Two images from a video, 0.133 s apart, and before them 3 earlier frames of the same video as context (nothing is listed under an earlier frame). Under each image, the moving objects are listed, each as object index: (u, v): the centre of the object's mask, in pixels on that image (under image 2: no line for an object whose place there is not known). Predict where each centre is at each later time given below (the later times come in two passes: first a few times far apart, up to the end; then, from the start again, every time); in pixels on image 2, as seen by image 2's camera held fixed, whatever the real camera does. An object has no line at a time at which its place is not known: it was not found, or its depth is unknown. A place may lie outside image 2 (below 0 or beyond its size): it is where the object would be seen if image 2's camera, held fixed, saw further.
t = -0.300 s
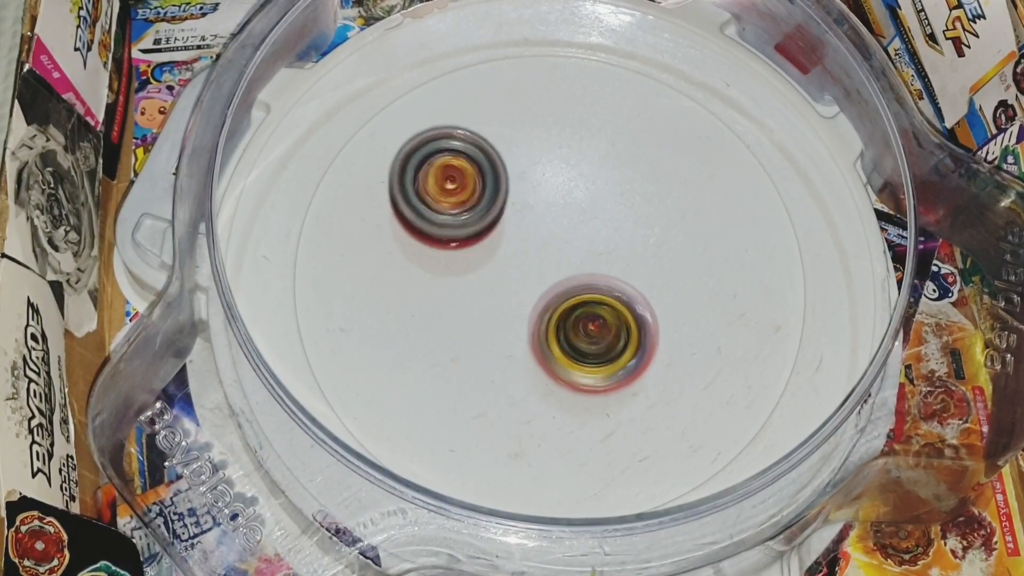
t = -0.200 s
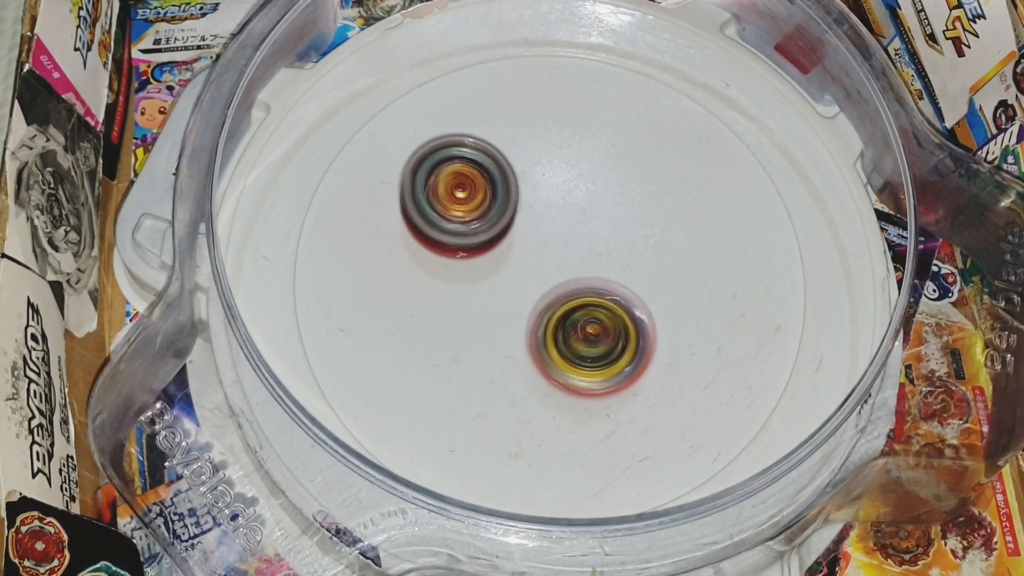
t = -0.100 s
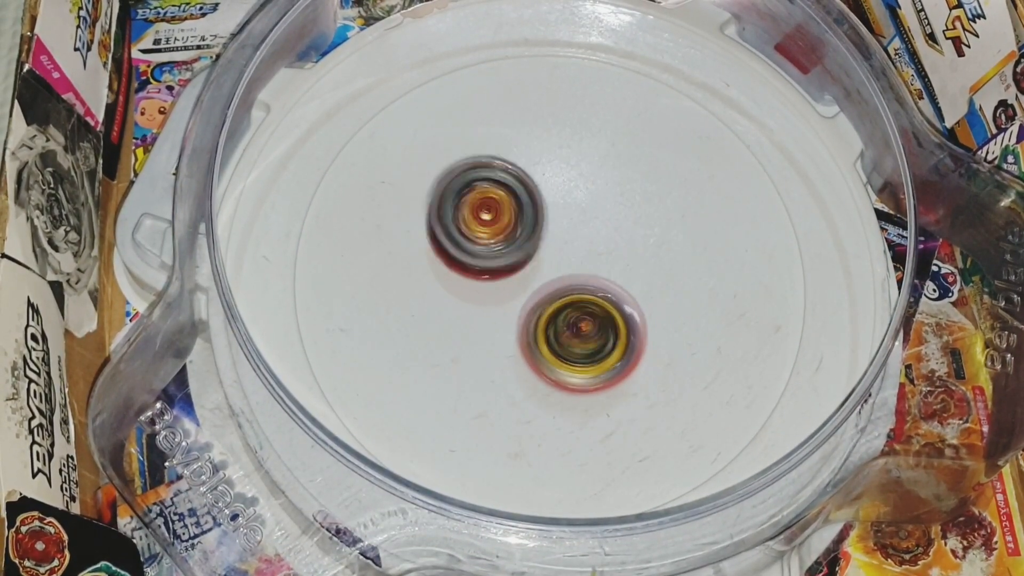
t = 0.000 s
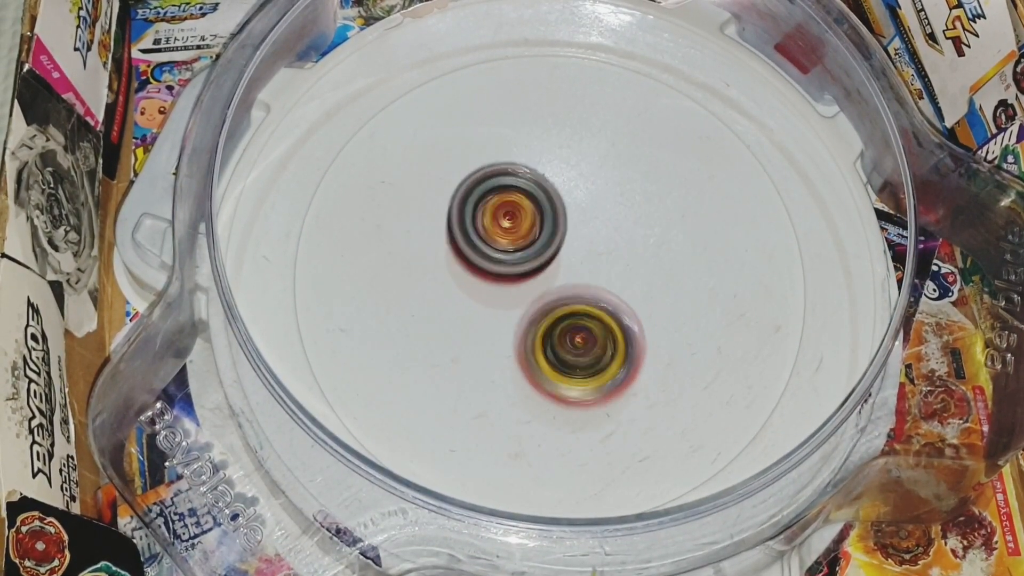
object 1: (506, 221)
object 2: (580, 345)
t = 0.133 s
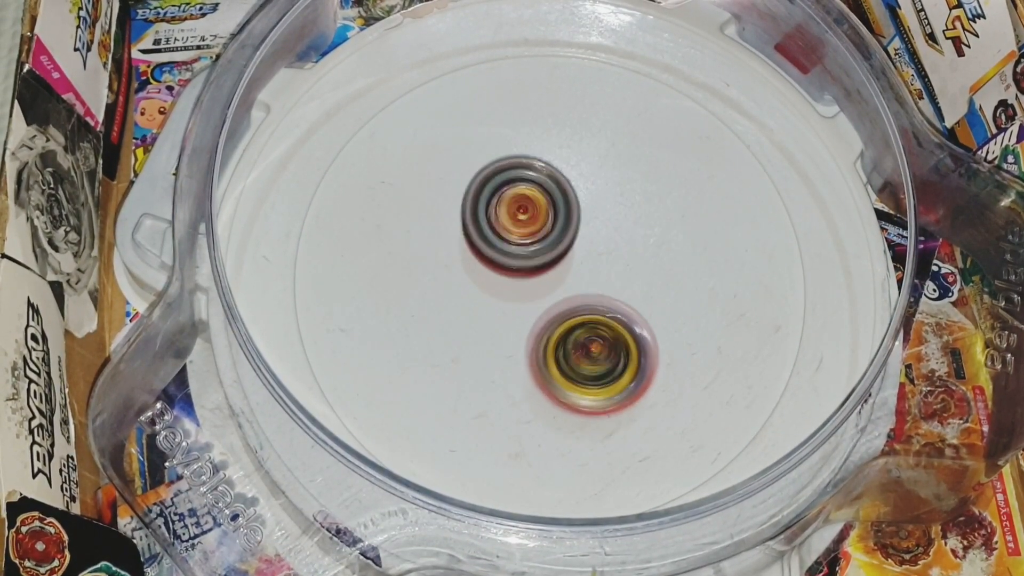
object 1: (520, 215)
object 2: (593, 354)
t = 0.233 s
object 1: (531, 225)
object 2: (597, 346)
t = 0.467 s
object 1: (531, 159)
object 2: (596, 373)
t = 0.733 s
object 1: (520, 148)
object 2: (552, 327)
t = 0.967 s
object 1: (539, 184)
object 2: (509, 301)
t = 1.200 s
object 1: (582, 209)
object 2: (464, 301)
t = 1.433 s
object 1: (601, 252)
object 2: (447, 302)
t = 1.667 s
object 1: (613, 293)
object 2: (464, 291)
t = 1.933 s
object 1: (601, 333)
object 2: (498, 251)
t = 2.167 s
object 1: (571, 348)
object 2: (519, 221)
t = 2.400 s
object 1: (530, 342)
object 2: (540, 200)
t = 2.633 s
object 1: (499, 314)
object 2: (553, 189)
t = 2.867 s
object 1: (476, 277)
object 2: (569, 198)
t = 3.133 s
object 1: (461, 238)
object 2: (598, 224)
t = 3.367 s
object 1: (479, 217)
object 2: (615, 254)
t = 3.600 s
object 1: (521, 213)
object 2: (625, 284)
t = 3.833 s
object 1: (547, 201)
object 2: (642, 324)
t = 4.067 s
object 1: (559, 207)
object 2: (638, 338)
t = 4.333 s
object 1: (570, 236)
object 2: (590, 351)
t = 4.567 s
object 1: (572, 234)
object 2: (549, 370)
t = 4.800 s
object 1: (568, 249)
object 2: (512, 355)
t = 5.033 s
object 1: (584, 236)
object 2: (470, 349)
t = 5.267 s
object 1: (570, 243)
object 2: (456, 319)
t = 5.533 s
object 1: (595, 256)
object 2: (444, 274)
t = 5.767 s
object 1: (605, 264)
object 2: (464, 239)
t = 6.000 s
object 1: (612, 294)
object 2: (485, 207)
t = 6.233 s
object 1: (624, 321)
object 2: (514, 191)
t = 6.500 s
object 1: (601, 330)
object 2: (559, 200)
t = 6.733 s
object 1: (562, 346)
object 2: (598, 216)
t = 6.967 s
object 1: (526, 335)
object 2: (624, 251)
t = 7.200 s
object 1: (505, 305)
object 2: (633, 286)
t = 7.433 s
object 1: (454, 252)
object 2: (652, 325)
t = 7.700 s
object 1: (482, 224)
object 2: (616, 347)
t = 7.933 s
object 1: (553, 210)
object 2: (567, 347)
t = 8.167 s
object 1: (620, 218)
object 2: (512, 320)
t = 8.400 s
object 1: (635, 260)
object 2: (470, 286)
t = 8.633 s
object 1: (620, 313)
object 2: (452, 255)
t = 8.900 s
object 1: (562, 350)
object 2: (465, 225)
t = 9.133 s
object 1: (505, 333)
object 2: (502, 215)
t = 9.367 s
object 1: (477, 318)
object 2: (559, 194)
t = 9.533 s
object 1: (486, 272)
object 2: (590, 198)
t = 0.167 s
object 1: (524, 218)
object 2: (595, 353)
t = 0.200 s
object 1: (528, 221)
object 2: (597, 350)
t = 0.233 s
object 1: (531, 225)
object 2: (597, 346)
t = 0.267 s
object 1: (535, 230)
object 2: (595, 342)
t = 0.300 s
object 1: (537, 231)
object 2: (594, 344)
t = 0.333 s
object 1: (535, 203)
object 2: (596, 363)
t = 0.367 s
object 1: (534, 185)
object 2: (597, 375)
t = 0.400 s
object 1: (534, 171)
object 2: (598, 379)
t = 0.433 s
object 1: (533, 164)
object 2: (597, 377)
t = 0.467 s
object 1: (531, 159)
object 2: (596, 373)
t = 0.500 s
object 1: (528, 154)
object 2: (594, 368)
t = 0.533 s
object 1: (526, 151)
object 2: (590, 362)
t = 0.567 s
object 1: (524, 148)
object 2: (585, 356)
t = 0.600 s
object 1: (523, 146)
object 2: (579, 349)
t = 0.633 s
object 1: (522, 145)
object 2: (573, 343)
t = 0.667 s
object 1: (521, 144)
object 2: (566, 337)
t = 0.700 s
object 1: (520, 145)
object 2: (559, 332)
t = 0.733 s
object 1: (520, 148)
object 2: (552, 327)
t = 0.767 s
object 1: (521, 151)
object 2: (546, 322)
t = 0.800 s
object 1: (523, 155)
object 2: (539, 317)
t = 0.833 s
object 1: (525, 161)
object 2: (533, 312)
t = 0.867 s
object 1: (528, 168)
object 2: (527, 308)
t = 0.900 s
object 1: (531, 175)
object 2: (521, 304)
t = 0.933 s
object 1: (534, 182)
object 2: (516, 300)
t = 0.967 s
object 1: (539, 184)
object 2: (509, 301)
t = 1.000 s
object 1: (544, 185)
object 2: (502, 300)
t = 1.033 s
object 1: (550, 188)
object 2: (497, 297)
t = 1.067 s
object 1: (554, 194)
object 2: (492, 295)
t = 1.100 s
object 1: (561, 198)
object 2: (483, 295)
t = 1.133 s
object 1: (570, 200)
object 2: (474, 298)
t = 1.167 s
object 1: (577, 204)
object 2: (469, 300)
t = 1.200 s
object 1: (582, 209)
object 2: (464, 301)
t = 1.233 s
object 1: (586, 215)
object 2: (461, 301)
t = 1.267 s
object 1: (590, 221)
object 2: (458, 302)
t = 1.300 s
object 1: (592, 227)
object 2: (456, 302)
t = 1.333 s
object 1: (594, 234)
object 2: (453, 302)
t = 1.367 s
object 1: (597, 240)
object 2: (450, 302)
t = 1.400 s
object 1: (599, 247)
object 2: (449, 301)
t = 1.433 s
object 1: (601, 252)
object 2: (447, 302)
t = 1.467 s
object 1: (604, 257)
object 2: (446, 301)
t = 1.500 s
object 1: (606, 263)
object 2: (446, 301)
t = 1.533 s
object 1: (608, 269)
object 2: (447, 300)
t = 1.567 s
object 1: (610, 275)
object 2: (449, 300)
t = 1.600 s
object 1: (611, 280)
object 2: (453, 297)
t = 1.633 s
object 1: (613, 287)
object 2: (457, 294)
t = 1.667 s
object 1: (613, 293)
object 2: (464, 291)
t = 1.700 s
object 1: (613, 299)
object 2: (470, 286)
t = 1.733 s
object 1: (612, 304)
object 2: (476, 281)
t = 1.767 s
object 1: (611, 310)
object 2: (481, 276)
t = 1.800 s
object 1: (610, 315)
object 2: (485, 271)
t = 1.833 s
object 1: (609, 320)
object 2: (488, 266)
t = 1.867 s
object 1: (607, 324)
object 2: (491, 261)
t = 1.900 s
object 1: (604, 328)
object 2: (495, 255)
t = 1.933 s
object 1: (601, 333)
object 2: (498, 251)
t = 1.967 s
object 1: (598, 337)
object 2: (501, 246)
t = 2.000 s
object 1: (594, 339)
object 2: (504, 241)
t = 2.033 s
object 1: (591, 342)
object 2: (508, 237)
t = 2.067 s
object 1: (586, 344)
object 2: (511, 233)
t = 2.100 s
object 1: (582, 345)
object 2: (514, 229)
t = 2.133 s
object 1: (576, 347)
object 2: (516, 225)
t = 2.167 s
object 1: (571, 348)
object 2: (519, 221)
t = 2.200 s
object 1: (565, 348)
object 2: (522, 218)
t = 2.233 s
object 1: (560, 348)
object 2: (525, 215)
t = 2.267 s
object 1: (554, 348)
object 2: (528, 212)
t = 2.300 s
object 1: (548, 347)
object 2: (531, 208)
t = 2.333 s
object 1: (541, 345)
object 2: (535, 205)
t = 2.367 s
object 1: (535, 344)
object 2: (538, 203)
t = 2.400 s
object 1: (530, 342)
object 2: (540, 200)
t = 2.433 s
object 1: (524, 340)
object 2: (543, 197)
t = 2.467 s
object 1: (519, 336)
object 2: (545, 195)
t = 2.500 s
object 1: (514, 333)
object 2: (548, 192)
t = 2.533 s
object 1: (509, 328)
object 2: (549, 191)
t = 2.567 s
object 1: (505, 324)
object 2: (550, 190)
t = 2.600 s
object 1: (502, 319)
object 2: (551, 188)
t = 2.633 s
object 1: (499, 314)
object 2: (553, 189)
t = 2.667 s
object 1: (496, 308)
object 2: (555, 190)
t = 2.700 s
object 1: (494, 302)
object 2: (555, 192)
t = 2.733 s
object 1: (492, 297)
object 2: (556, 194)
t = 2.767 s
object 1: (487, 293)
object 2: (559, 195)
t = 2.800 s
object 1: (482, 288)
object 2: (563, 195)
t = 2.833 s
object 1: (479, 283)
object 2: (566, 196)
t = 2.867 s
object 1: (476, 277)
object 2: (569, 198)
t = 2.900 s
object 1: (473, 272)
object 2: (571, 200)
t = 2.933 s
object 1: (470, 267)
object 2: (575, 203)
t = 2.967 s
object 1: (467, 262)
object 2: (579, 205)
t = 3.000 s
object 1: (465, 257)
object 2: (583, 208)
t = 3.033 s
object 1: (463, 252)
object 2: (587, 211)
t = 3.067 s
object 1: (462, 247)
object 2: (591, 214)
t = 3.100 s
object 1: (461, 242)
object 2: (594, 219)
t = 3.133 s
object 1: (461, 238)
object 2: (598, 224)
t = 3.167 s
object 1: (461, 234)
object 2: (600, 229)
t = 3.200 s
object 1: (462, 230)
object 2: (602, 233)
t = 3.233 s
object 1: (464, 227)
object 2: (606, 237)
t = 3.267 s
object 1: (467, 224)
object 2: (609, 242)
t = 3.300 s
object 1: (470, 221)
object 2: (612, 246)
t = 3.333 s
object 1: (475, 218)
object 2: (613, 250)
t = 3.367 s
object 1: (479, 217)
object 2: (615, 254)
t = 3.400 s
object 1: (485, 216)
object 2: (618, 258)
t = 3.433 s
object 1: (490, 215)
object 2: (620, 262)
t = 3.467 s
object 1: (496, 214)
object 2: (622, 267)
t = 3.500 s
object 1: (502, 214)
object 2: (622, 272)
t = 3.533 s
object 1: (509, 213)
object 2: (624, 275)
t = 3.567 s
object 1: (515, 213)
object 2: (624, 280)
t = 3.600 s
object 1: (521, 213)
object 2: (625, 284)
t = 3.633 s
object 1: (527, 214)
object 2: (627, 289)
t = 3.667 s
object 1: (533, 213)
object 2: (629, 295)
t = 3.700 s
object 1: (539, 214)
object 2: (629, 299)
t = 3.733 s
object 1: (545, 215)
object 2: (630, 304)
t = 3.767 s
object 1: (545, 209)
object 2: (638, 314)
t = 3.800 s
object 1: (545, 203)
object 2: (641, 321)
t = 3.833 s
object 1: (547, 201)
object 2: (642, 324)
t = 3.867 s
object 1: (548, 200)
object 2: (643, 327)
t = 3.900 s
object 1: (550, 199)
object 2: (645, 329)
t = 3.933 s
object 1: (552, 198)
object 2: (645, 332)
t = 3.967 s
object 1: (554, 199)
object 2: (645, 333)
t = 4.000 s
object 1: (556, 201)
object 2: (644, 335)
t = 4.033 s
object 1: (558, 203)
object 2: (641, 336)
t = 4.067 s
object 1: (559, 207)
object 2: (638, 338)
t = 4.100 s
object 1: (561, 210)
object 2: (632, 339)
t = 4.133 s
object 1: (563, 214)
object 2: (627, 339)
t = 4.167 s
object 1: (564, 219)
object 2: (619, 339)
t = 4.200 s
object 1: (566, 223)
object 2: (613, 338)
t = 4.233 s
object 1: (567, 228)
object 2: (607, 340)
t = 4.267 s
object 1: (568, 229)
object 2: (601, 344)
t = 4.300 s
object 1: (569, 233)
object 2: (596, 348)
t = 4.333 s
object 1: (570, 236)
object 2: (590, 351)
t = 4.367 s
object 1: (570, 237)
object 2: (584, 355)
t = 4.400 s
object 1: (571, 240)
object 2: (578, 357)
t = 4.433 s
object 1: (572, 237)
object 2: (572, 363)
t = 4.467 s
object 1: (573, 235)
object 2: (566, 367)
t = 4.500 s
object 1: (573, 234)
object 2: (560, 369)
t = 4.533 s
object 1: (573, 234)
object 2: (554, 370)
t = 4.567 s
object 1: (572, 234)
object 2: (549, 370)
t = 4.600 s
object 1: (571, 234)
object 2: (544, 369)
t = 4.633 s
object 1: (570, 236)
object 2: (538, 368)
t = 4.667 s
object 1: (569, 238)
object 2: (533, 366)
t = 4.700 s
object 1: (569, 240)
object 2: (528, 364)
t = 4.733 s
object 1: (568, 243)
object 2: (521, 361)
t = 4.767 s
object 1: (568, 246)
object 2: (516, 358)
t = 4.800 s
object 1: (568, 249)
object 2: (512, 355)
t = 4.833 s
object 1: (569, 252)
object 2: (507, 352)
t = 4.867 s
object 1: (576, 247)
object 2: (495, 356)
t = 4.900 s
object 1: (582, 243)
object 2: (487, 356)
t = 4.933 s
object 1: (584, 240)
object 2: (482, 355)
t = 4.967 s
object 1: (585, 239)
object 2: (478, 353)
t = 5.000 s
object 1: (585, 237)
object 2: (474, 351)
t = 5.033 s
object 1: (584, 236)
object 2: (470, 349)
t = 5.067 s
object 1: (583, 235)
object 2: (468, 346)
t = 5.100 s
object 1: (582, 235)
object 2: (465, 342)
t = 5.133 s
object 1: (579, 236)
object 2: (462, 338)
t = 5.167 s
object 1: (577, 237)
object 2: (459, 333)
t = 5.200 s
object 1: (574, 238)
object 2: (457, 329)
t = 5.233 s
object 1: (571, 240)
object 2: (456, 324)
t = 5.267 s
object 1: (570, 243)
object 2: (456, 319)
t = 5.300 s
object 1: (568, 247)
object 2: (455, 313)
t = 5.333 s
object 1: (567, 251)
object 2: (455, 307)
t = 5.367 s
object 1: (567, 254)
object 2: (454, 302)
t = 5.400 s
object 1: (577, 254)
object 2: (447, 297)
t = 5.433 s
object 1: (584, 254)
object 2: (443, 289)
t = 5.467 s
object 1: (588, 255)
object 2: (442, 283)
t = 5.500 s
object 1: (592, 255)
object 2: (443, 278)
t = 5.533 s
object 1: (595, 256)
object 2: (444, 274)
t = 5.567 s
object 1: (598, 257)
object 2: (446, 269)
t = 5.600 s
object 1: (601, 258)
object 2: (448, 264)
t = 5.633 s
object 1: (603, 260)
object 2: (451, 258)
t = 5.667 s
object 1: (604, 260)
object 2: (455, 253)
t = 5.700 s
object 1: (605, 263)
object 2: (458, 249)
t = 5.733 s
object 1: (605, 263)
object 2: (461, 244)
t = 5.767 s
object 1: (605, 264)
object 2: (464, 239)
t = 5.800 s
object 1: (605, 267)
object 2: (469, 234)
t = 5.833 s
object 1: (604, 270)
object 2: (473, 231)
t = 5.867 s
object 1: (602, 272)
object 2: (477, 227)
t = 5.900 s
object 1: (601, 274)
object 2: (482, 224)
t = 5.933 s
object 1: (599, 277)
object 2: (487, 222)
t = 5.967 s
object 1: (603, 284)
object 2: (489, 216)
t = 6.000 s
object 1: (612, 294)
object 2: (485, 207)
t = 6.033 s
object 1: (616, 300)
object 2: (486, 201)
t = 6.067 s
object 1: (618, 303)
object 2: (490, 198)
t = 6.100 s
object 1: (621, 307)
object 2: (494, 195)
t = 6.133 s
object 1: (623, 310)
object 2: (499, 193)
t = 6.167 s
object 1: (624, 314)
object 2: (504, 192)
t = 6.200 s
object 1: (624, 317)
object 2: (509, 191)
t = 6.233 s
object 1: (624, 321)
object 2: (514, 191)
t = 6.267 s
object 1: (624, 324)
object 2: (519, 191)
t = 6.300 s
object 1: (623, 326)
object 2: (525, 191)
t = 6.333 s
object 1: (621, 329)
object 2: (531, 192)
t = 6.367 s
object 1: (618, 330)
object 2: (537, 193)
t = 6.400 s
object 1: (614, 331)
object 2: (543, 194)
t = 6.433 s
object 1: (610, 330)
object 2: (548, 195)
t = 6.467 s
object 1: (606, 330)
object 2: (553, 197)
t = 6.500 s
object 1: (601, 330)
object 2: (559, 200)
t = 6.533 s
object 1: (596, 329)
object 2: (564, 203)
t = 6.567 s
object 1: (591, 328)
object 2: (569, 207)
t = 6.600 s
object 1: (586, 326)
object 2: (575, 209)
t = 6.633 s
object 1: (578, 335)
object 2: (581, 209)
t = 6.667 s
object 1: (573, 342)
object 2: (588, 209)
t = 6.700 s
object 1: (568, 346)
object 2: (593, 212)
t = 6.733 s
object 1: (562, 346)
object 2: (598, 216)
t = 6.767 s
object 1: (558, 346)
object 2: (602, 221)
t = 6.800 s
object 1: (553, 345)
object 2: (606, 226)
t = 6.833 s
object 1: (549, 344)
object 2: (609, 232)
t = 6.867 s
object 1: (545, 342)
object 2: (612, 237)
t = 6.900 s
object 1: (541, 339)
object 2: (615, 242)
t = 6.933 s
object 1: (534, 337)
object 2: (618, 247)
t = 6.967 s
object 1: (526, 335)
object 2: (624, 251)
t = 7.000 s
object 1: (520, 332)
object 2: (628, 256)
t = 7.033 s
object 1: (515, 328)
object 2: (630, 261)
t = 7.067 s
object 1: (511, 324)
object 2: (632, 265)
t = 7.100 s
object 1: (508, 320)
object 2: (633, 270)
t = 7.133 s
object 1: (506, 315)
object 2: (634, 276)
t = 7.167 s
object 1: (505, 310)
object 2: (634, 281)
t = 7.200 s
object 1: (505, 305)
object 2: (633, 286)
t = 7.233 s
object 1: (504, 300)
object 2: (633, 291)
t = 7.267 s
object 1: (488, 292)
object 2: (645, 299)
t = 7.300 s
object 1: (475, 283)
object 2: (652, 305)
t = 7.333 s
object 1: (467, 274)
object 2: (653, 311)
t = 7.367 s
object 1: (460, 266)
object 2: (653, 316)
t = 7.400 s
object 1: (456, 259)
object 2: (653, 320)
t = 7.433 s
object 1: (454, 252)
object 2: (652, 325)
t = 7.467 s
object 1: (454, 248)
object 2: (650, 329)
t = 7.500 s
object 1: (455, 244)
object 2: (647, 333)
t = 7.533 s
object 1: (456, 240)
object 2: (644, 337)
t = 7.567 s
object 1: (459, 235)
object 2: (640, 339)
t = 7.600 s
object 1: (464, 232)
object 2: (635, 342)
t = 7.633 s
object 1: (469, 229)
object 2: (629, 344)
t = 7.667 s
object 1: (475, 226)
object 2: (622, 346)
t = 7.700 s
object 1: (482, 224)
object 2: (616, 347)
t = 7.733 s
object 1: (490, 222)
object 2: (608, 348)
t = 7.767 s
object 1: (499, 220)
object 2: (601, 349)
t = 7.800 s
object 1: (509, 218)
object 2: (595, 350)
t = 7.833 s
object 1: (520, 215)
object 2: (588, 349)
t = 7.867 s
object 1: (530, 213)
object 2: (581, 349)
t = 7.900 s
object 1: (542, 211)
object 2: (574, 348)
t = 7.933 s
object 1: (553, 210)
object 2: (567, 347)
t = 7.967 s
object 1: (565, 209)
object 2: (559, 344)
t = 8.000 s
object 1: (576, 209)
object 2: (551, 341)
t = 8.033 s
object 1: (587, 210)
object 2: (543, 338)
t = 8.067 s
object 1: (597, 211)
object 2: (534, 334)
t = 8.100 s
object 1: (607, 212)
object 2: (526, 330)
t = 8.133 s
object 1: (614, 215)
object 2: (519, 325)
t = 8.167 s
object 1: (620, 218)
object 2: (512, 320)
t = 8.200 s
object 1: (624, 222)
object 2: (504, 316)
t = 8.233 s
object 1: (628, 227)
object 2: (498, 310)
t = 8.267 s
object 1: (631, 233)
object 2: (491, 305)
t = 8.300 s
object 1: (632, 239)
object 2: (485, 300)
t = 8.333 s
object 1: (634, 246)
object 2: (478, 295)
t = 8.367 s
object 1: (635, 253)
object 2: (473, 290)
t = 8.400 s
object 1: (635, 260)
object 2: (470, 286)
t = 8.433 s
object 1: (634, 267)
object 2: (467, 281)
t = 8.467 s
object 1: (633, 275)
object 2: (463, 277)
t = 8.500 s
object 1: (632, 284)
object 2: (460, 272)
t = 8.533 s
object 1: (629, 292)
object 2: (457, 267)
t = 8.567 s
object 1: (627, 300)
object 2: (455, 263)
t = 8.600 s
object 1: (624, 306)
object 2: (452, 259)
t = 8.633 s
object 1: (620, 313)
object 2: (452, 255)
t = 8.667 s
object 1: (615, 321)
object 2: (452, 251)
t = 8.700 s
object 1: (609, 328)
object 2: (452, 247)
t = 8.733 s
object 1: (602, 334)
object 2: (454, 244)
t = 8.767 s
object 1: (596, 338)
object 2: (455, 239)
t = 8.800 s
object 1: (588, 342)
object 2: (457, 235)
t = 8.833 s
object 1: (580, 346)
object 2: (458, 231)
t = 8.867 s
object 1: (571, 348)
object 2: (461, 228)
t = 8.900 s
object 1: (562, 350)
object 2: (465, 225)
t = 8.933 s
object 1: (554, 350)
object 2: (469, 222)
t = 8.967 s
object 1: (546, 350)
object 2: (474, 220)
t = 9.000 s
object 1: (537, 348)
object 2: (479, 218)
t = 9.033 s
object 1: (528, 346)
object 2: (485, 216)
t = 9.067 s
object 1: (519, 342)
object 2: (490, 215)
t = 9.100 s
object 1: (512, 338)
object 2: (496, 215)
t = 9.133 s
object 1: (505, 333)
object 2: (502, 215)
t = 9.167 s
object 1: (496, 334)
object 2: (511, 210)
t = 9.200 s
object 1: (487, 336)
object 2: (521, 202)
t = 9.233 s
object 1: (480, 336)
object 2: (530, 198)
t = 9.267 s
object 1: (476, 334)
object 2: (537, 196)
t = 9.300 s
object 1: (475, 331)
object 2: (545, 195)
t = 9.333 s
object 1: (475, 325)
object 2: (552, 195)
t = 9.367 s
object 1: (477, 318)
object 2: (559, 194)
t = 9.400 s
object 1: (478, 310)
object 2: (566, 194)
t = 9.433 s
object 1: (481, 302)
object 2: (573, 194)
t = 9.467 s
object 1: (483, 293)
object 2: (578, 194)
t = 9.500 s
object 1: (486, 282)
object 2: (584, 196)
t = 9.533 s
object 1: (486, 272)
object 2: (590, 198)
